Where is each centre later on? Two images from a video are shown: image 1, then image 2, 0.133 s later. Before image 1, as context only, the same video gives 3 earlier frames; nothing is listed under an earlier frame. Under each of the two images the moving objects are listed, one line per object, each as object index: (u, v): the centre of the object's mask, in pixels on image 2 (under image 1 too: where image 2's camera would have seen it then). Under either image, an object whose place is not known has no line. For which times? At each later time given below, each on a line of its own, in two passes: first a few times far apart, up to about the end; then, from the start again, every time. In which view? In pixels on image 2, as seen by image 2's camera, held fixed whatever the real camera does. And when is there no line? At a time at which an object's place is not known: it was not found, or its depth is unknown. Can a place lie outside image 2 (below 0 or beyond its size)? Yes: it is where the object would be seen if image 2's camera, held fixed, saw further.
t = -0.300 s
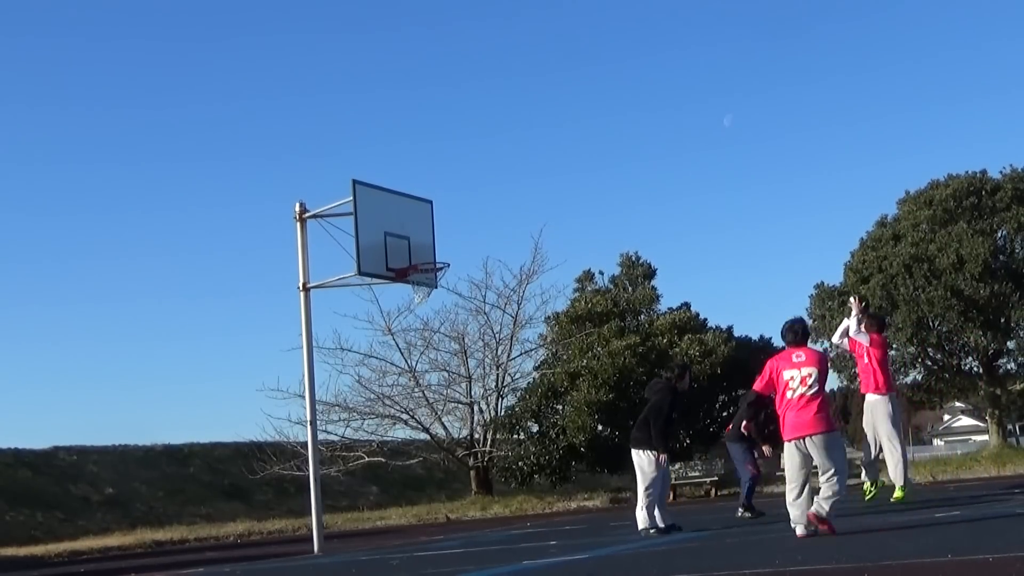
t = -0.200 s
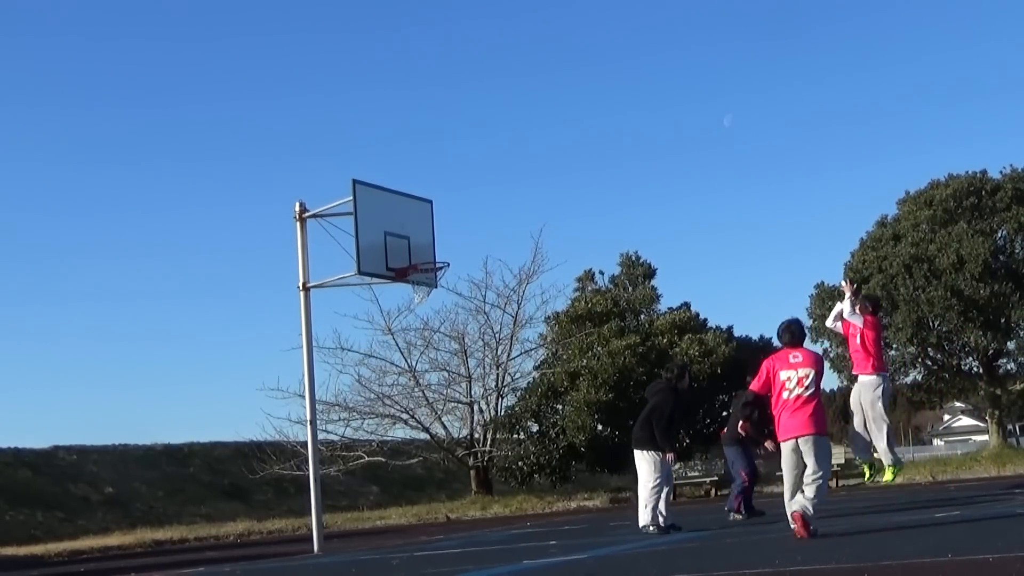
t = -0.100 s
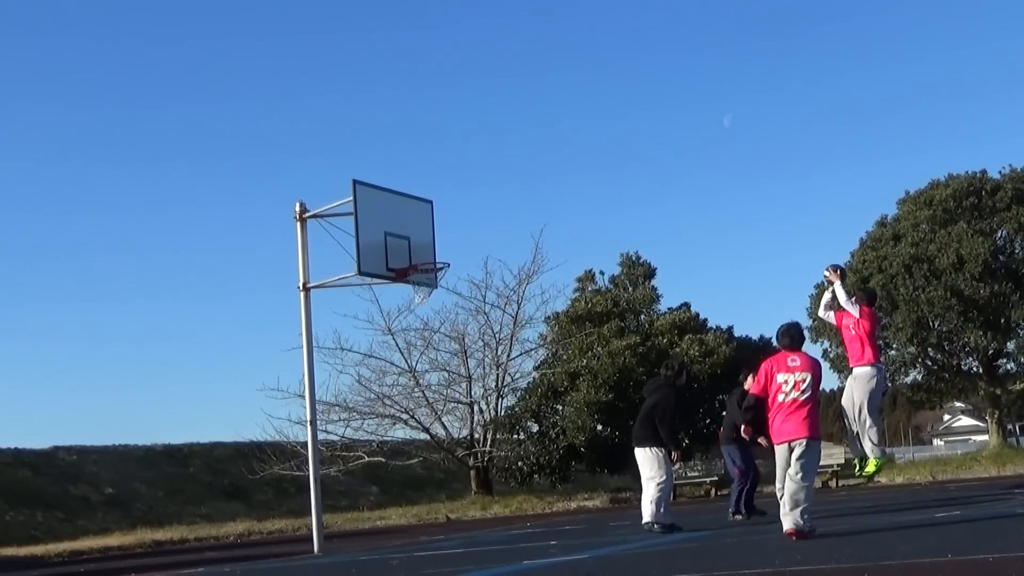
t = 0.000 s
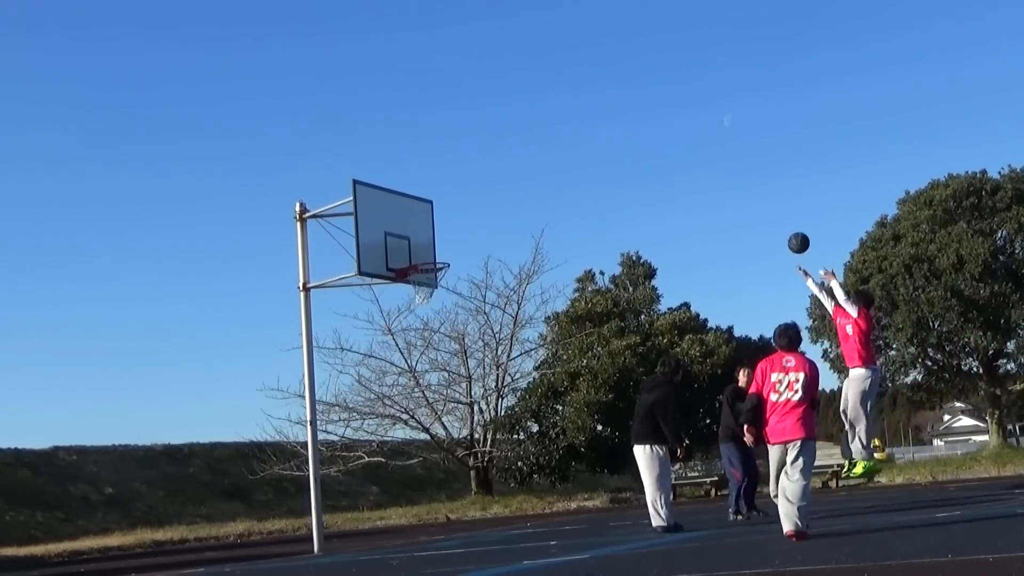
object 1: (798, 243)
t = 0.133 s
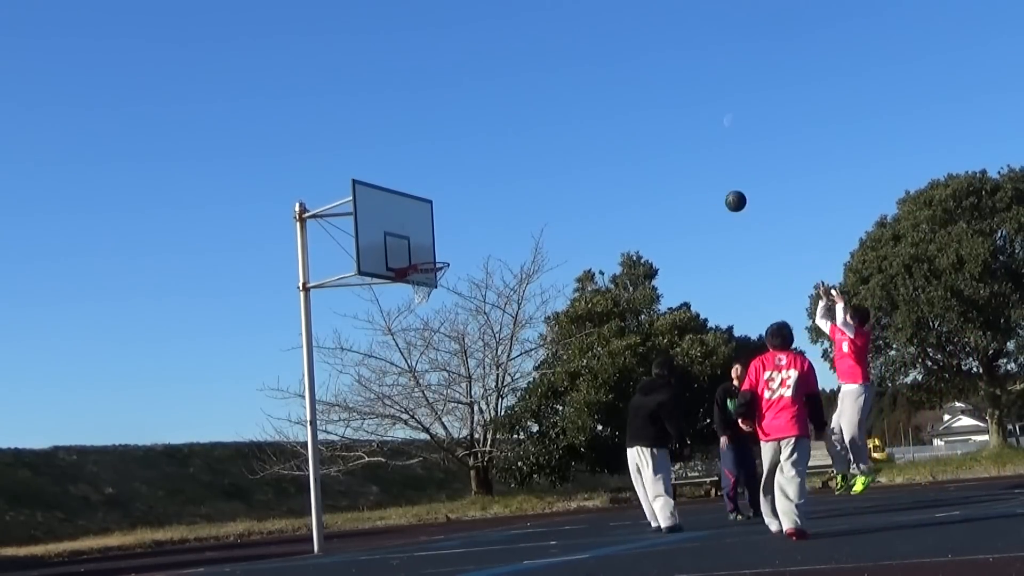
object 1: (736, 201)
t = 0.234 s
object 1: (690, 181)
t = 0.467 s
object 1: (590, 170)
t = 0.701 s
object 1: (497, 207)
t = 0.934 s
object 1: (413, 283)
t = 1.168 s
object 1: (413, 305)
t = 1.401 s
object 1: (419, 375)
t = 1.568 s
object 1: (424, 454)
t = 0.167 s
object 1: (720, 194)
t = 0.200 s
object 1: (705, 187)
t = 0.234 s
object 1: (690, 181)
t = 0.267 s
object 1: (675, 177)
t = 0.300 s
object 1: (661, 174)
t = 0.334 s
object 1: (646, 171)
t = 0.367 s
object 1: (632, 170)
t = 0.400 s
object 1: (618, 169)
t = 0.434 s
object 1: (604, 169)
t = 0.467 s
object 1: (590, 170)
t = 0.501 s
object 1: (576, 173)
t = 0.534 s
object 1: (563, 176)
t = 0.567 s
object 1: (550, 180)
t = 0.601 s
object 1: (537, 185)
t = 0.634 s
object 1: (523, 192)
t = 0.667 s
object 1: (510, 199)
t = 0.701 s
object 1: (497, 207)
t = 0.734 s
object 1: (484, 215)
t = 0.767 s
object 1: (472, 225)
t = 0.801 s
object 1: (459, 236)
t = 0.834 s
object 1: (447, 247)
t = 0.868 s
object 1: (434, 260)
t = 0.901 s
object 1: (423, 274)
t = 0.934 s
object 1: (413, 283)
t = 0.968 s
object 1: (409, 288)
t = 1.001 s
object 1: (410, 289)
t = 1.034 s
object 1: (410, 290)
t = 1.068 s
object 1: (410, 291)
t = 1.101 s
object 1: (411, 295)
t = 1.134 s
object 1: (412, 299)
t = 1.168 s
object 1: (413, 305)
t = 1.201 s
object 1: (414, 312)
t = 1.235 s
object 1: (415, 320)
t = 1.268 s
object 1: (416, 329)
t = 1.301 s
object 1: (417, 339)
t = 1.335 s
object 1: (418, 349)
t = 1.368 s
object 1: (419, 362)
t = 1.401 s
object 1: (419, 375)
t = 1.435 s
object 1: (420, 389)
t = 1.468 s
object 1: (422, 404)
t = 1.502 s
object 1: (423, 420)
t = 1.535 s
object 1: (424, 437)
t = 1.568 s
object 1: (424, 454)
